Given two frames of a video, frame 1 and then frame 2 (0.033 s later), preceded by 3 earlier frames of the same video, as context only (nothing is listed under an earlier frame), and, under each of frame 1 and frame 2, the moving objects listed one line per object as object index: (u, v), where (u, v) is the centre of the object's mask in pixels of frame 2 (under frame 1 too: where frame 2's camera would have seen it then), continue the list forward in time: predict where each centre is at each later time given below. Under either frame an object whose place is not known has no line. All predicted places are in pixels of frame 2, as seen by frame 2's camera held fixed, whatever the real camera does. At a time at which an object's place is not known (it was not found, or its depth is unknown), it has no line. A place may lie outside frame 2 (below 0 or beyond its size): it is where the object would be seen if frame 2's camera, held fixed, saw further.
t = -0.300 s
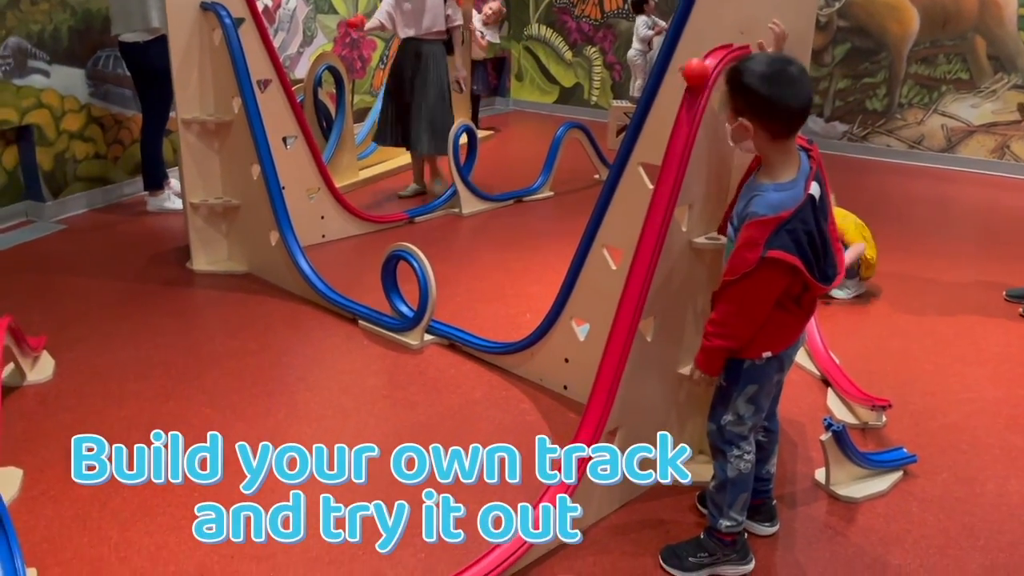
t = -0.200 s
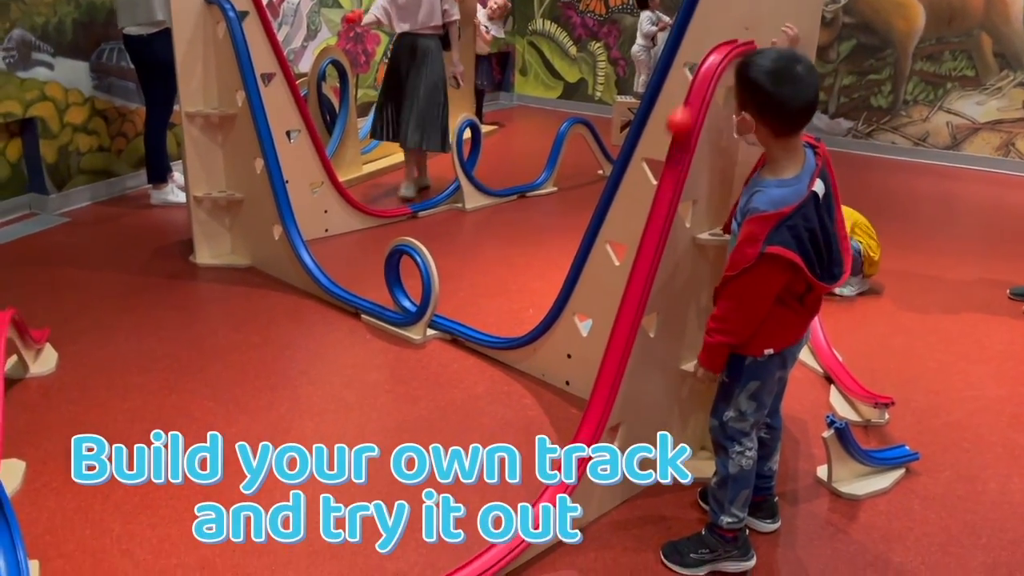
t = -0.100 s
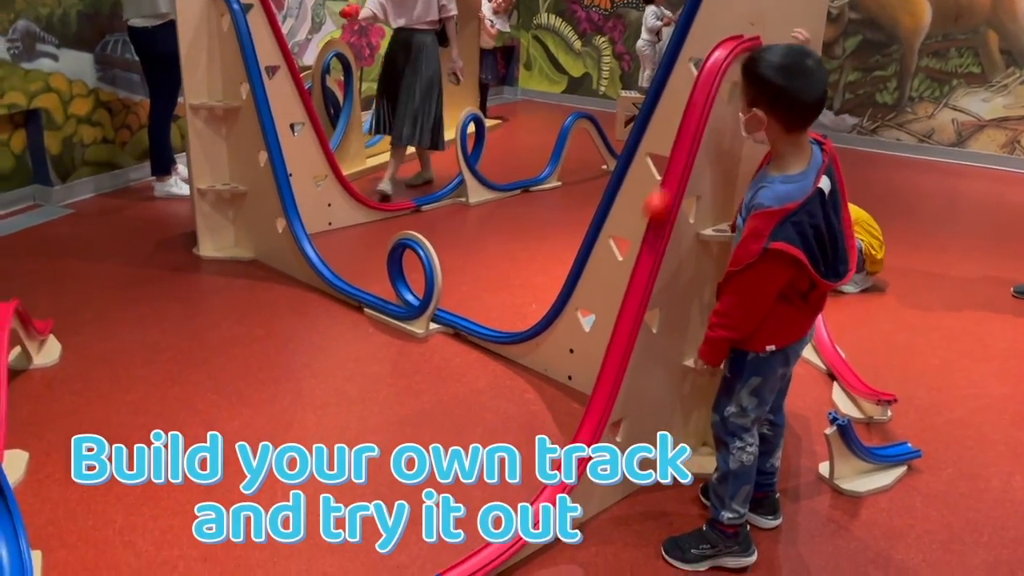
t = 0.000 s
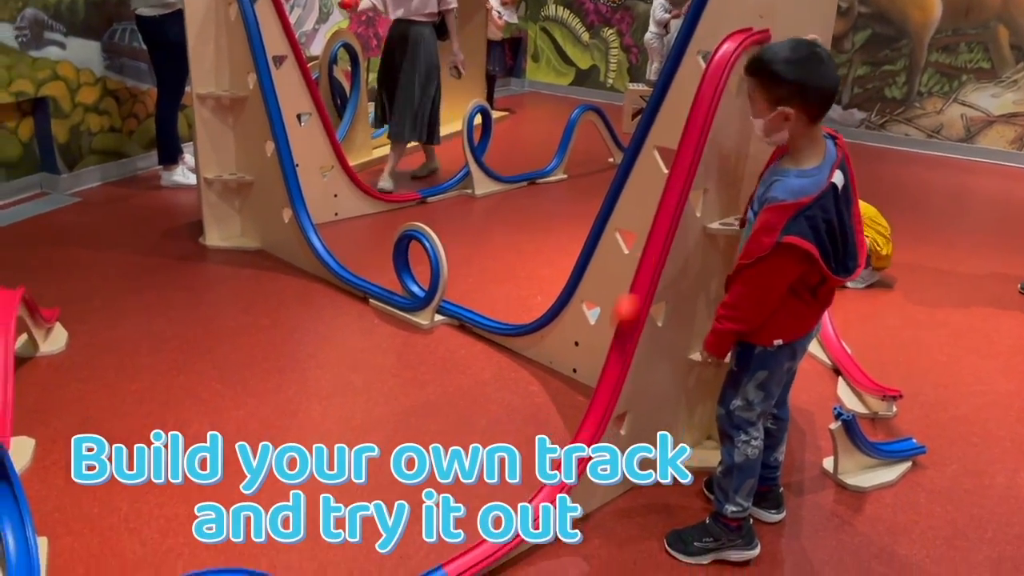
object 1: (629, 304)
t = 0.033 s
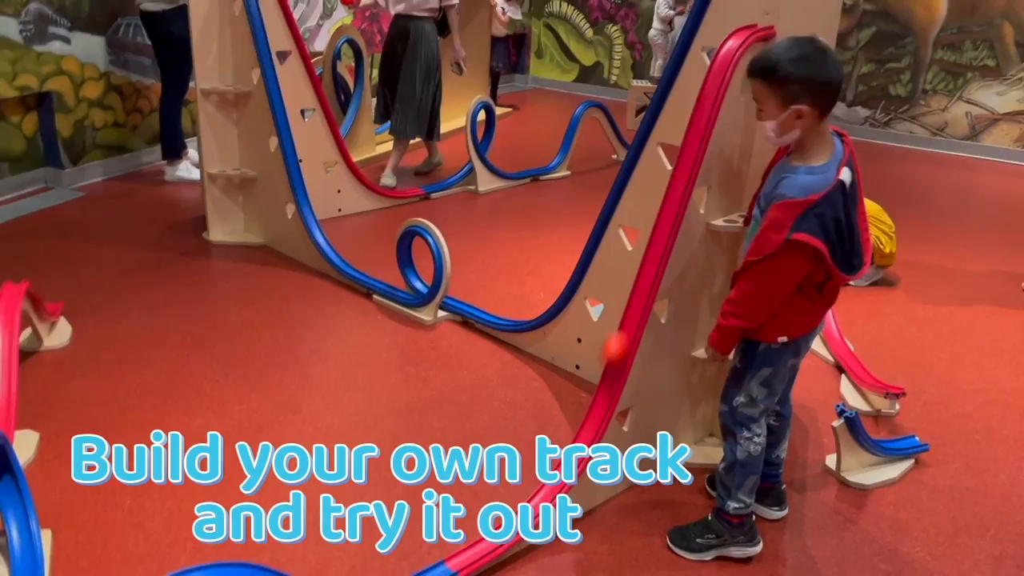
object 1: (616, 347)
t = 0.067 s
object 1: (599, 392)
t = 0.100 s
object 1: (579, 433)
